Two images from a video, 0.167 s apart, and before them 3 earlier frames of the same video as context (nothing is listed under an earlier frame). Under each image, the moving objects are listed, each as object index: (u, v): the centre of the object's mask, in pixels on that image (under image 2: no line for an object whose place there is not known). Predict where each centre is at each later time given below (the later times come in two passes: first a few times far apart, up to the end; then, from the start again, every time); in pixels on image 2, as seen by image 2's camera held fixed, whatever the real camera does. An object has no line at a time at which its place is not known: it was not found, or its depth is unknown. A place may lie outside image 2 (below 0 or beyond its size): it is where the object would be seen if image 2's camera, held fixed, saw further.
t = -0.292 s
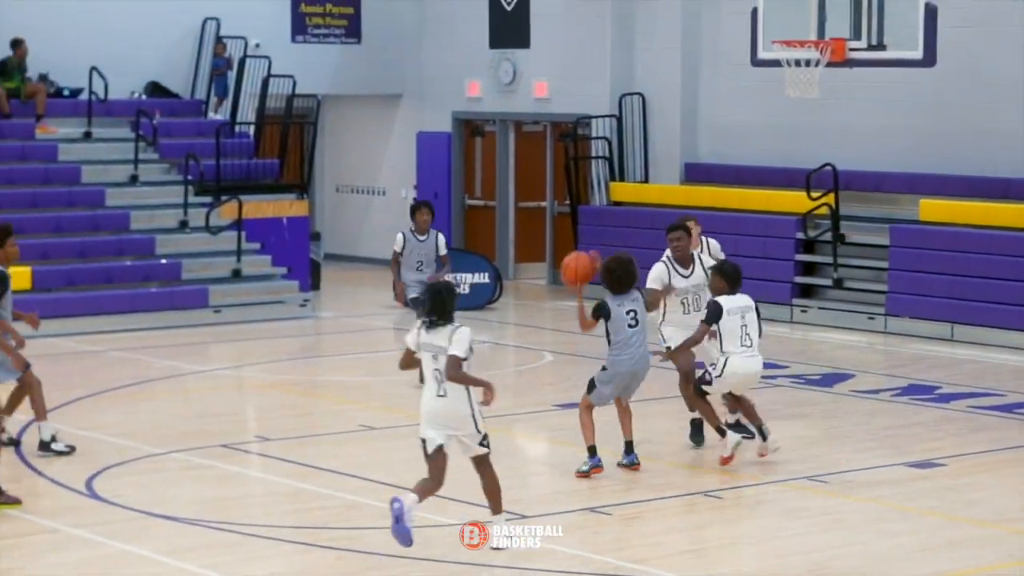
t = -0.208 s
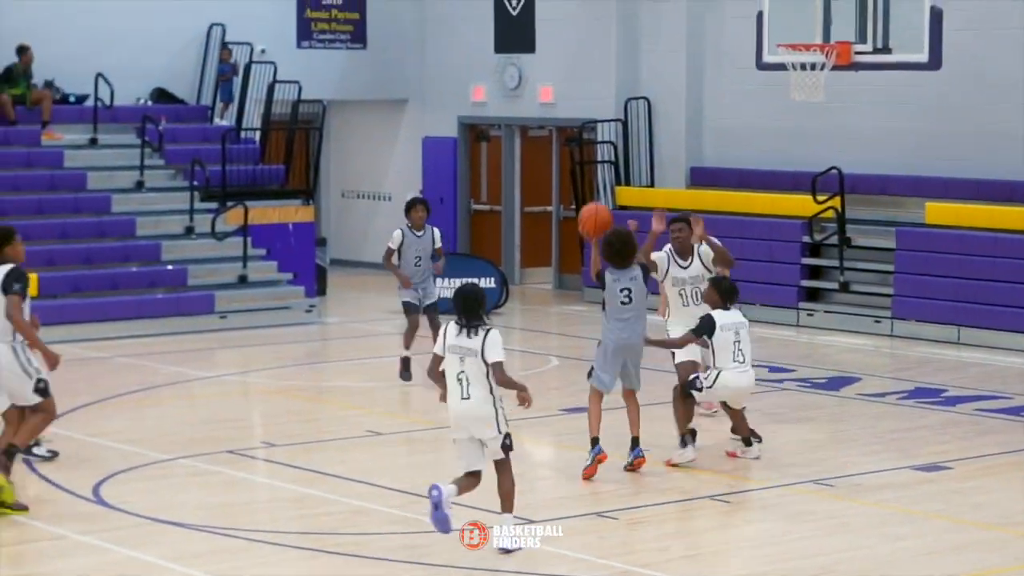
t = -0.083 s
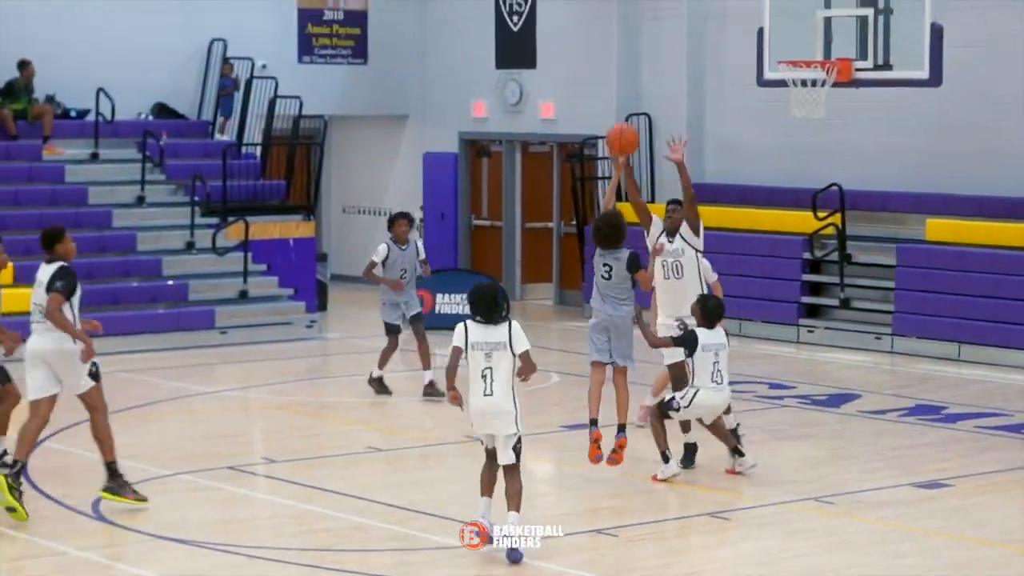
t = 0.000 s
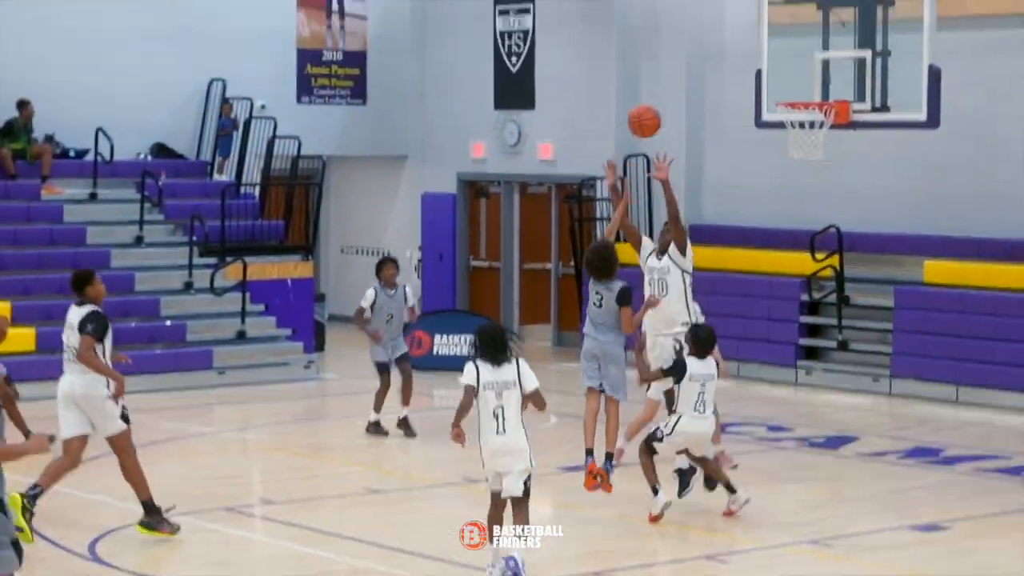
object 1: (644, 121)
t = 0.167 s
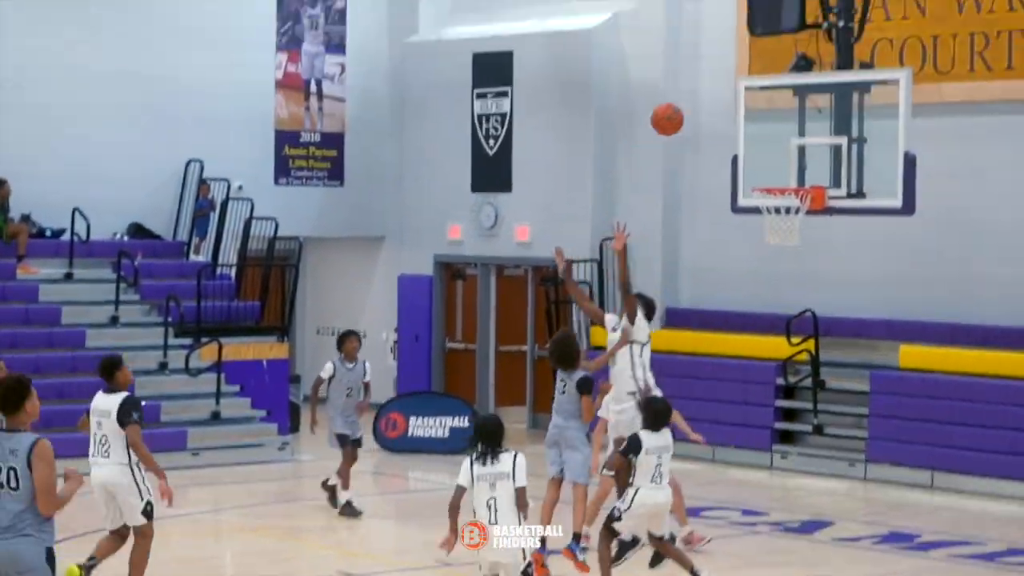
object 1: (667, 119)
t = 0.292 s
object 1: (700, 81)
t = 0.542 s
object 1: (760, 69)
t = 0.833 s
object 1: (820, 153)
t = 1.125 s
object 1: (780, 205)
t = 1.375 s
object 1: (794, 225)
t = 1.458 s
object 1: (794, 240)
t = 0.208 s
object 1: (678, 104)
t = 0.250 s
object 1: (689, 91)
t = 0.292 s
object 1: (700, 81)
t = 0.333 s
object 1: (710, 73)
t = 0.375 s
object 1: (720, 68)
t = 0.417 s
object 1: (730, 65)
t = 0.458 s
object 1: (741, 64)
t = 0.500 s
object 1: (750, 66)
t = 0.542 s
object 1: (760, 69)
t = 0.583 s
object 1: (770, 75)
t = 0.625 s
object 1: (779, 84)
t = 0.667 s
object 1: (789, 94)
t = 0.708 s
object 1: (798, 106)
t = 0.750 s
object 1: (807, 120)
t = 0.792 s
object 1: (816, 137)
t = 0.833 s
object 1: (820, 153)
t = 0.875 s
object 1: (810, 167)
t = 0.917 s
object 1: (798, 176)
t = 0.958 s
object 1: (784, 179)
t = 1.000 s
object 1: (771, 192)
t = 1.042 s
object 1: (773, 197)
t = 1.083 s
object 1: (777, 202)
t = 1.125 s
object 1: (780, 205)
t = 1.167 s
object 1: (782, 201)
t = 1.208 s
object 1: (784, 209)
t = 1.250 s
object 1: (788, 212)
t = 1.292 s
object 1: (795, 218)
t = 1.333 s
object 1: (796, 222)
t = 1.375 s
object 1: (794, 225)
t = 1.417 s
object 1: (793, 228)
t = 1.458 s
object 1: (794, 240)
